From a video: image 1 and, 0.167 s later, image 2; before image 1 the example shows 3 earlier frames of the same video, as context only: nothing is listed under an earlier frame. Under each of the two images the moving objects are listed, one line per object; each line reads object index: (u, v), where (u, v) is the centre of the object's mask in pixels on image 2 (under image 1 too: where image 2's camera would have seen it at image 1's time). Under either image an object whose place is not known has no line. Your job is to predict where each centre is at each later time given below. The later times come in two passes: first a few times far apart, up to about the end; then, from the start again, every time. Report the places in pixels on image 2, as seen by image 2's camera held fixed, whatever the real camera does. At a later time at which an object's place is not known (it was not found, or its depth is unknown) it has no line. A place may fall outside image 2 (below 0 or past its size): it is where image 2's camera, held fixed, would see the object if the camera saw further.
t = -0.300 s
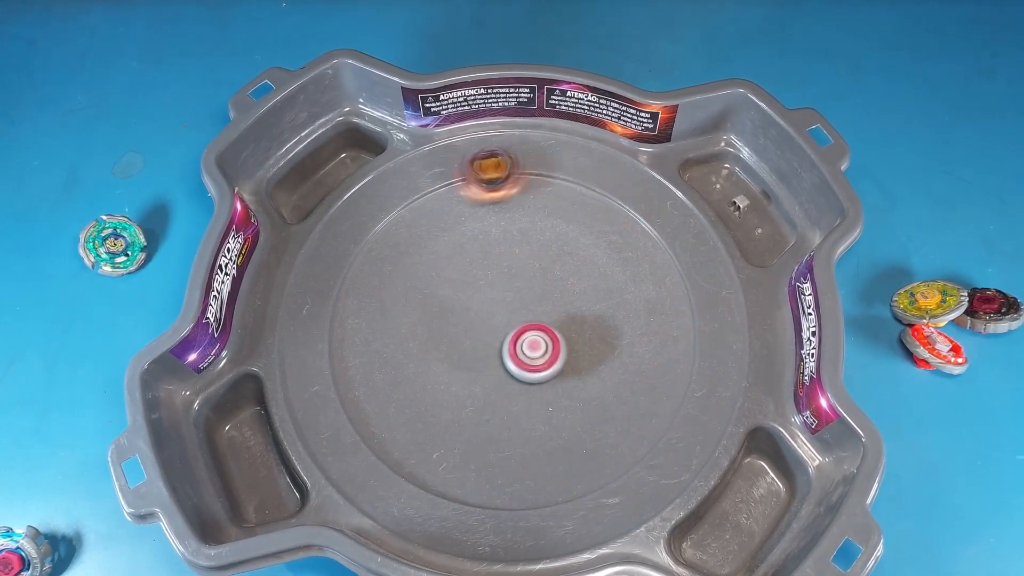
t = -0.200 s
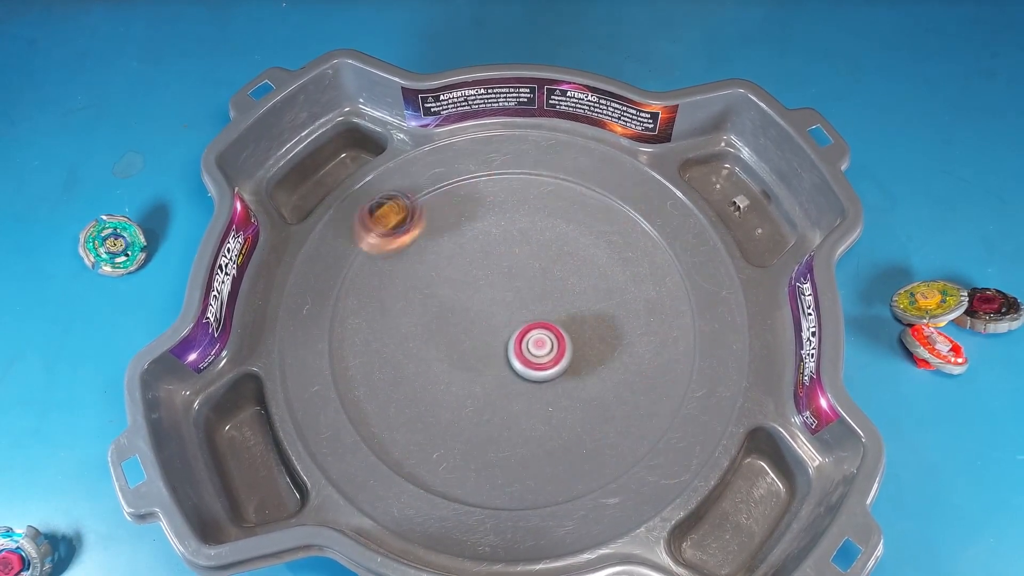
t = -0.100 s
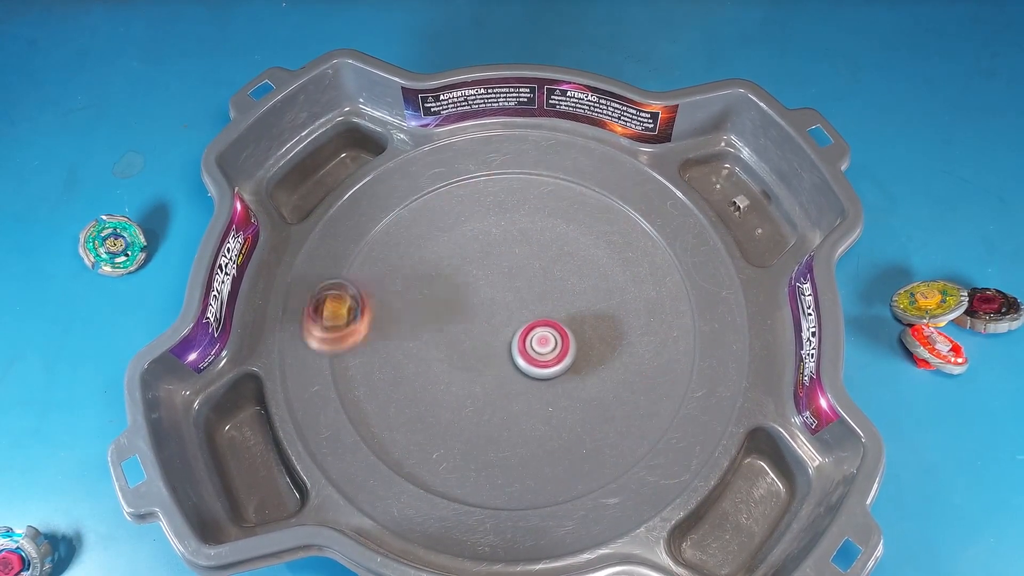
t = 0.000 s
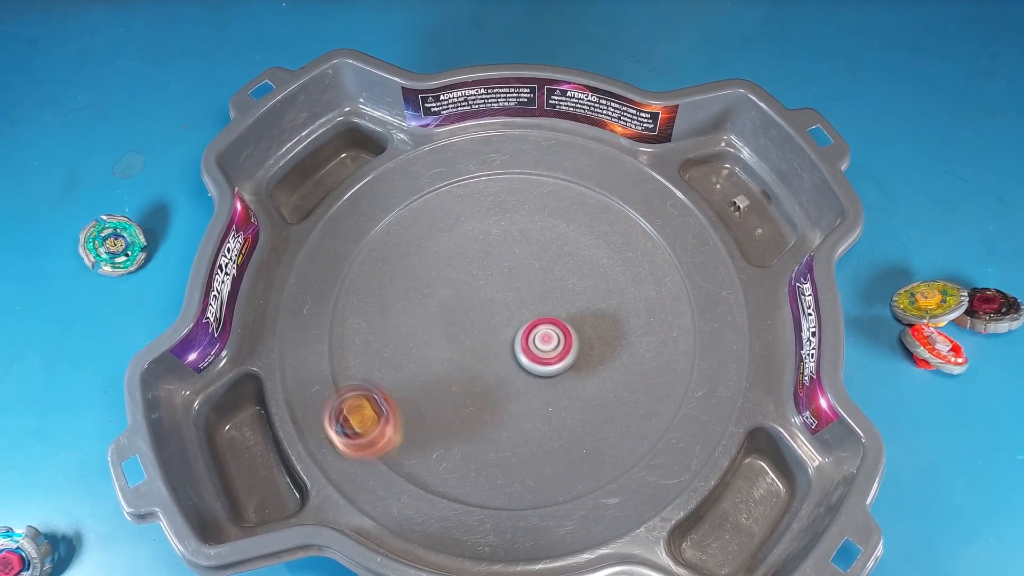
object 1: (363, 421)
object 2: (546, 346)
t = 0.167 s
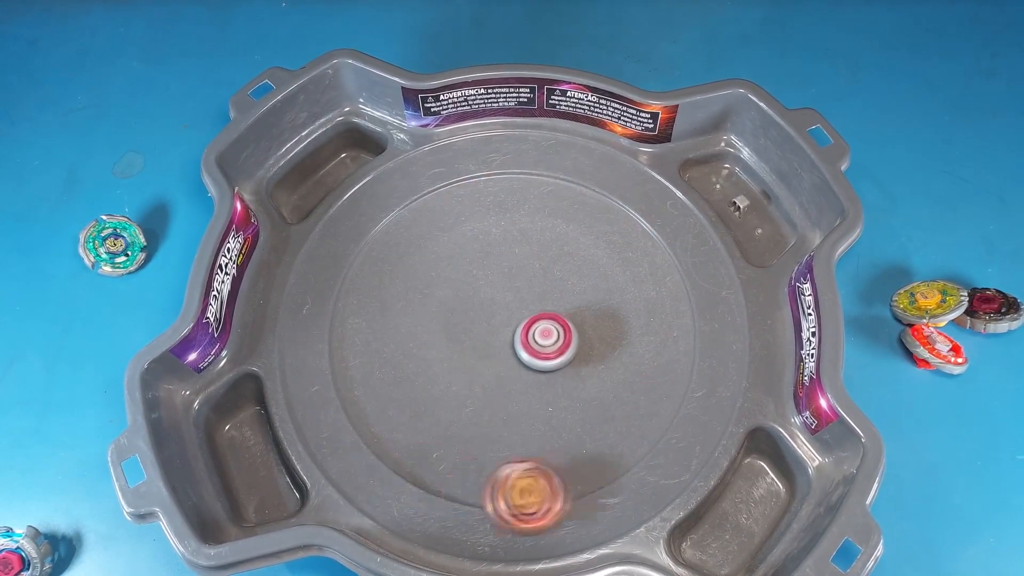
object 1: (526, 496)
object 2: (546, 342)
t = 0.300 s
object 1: (651, 432)
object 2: (540, 338)
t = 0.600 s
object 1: (601, 196)
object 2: (518, 334)
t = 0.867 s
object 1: (373, 245)
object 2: (499, 335)
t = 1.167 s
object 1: (454, 489)
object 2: (487, 337)
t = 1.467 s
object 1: (686, 350)
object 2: (487, 338)
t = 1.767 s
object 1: (529, 178)
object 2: (500, 334)
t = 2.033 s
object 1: (346, 309)
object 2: (513, 327)
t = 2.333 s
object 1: (527, 496)
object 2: (522, 322)
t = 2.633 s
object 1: (679, 298)
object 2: (528, 325)
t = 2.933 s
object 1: (477, 187)
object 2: (526, 334)
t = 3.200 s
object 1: (345, 359)
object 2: (521, 344)
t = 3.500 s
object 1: (577, 484)
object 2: (514, 351)
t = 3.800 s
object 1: (644, 243)
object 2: (505, 349)
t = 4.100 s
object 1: (415, 217)
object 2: (498, 341)
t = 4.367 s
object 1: (368, 423)
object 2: (495, 333)
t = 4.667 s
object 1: (630, 449)
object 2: (499, 325)
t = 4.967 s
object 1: (625, 228)
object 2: (507, 321)
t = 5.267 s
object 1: (397, 233)
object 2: (515, 321)
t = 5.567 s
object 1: (406, 461)
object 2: (520, 331)
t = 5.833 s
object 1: (639, 433)
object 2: (525, 341)
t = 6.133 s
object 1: (612, 221)
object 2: (526, 346)
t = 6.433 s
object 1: (391, 241)
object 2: (515, 346)
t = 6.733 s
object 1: (418, 462)
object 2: (502, 345)
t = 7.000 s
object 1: (642, 424)
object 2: (498, 342)
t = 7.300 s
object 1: (605, 219)
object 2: (497, 333)
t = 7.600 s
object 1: (388, 250)
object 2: (503, 325)
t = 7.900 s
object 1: (431, 466)
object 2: (508, 321)
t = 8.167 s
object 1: (646, 415)
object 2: (514, 324)
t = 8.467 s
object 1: (597, 218)
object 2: (522, 334)
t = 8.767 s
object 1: (388, 256)
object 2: (526, 339)
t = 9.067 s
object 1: (432, 463)
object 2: (519, 342)
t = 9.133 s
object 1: (489, 481)
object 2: (517, 343)
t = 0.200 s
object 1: (563, 490)
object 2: (545, 341)
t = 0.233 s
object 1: (597, 475)
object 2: (544, 340)
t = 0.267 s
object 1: (626, 456)
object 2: (542, 339)
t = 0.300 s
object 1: (651, 432)
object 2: (540, 338)
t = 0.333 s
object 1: (669, 405)
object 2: (538, 337)
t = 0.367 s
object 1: (680, 375)
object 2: (535, 336)
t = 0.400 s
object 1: (686, 345)
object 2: (533, 336)
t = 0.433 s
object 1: (685, 315)
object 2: (530, 335)
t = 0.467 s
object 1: (678, 286)
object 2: (527, 335)
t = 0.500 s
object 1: (666, 258)
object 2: (525, 335)
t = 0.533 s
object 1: (650, 234)
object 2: (522, 334)
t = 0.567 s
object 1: (627, 213)
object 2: (520, 334)
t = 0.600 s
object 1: (601, 196)
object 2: (518, 334)
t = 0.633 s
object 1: (574, 184)
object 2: (516, 334)
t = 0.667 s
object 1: (545, 178)
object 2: (513, 334)
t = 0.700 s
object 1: (512, 176)
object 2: (511, 334)
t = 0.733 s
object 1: (479, 180)
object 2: (509, 334)
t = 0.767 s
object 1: (448, 189)
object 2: (506, 334)
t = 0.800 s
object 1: (421, 203)
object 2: (504, 334)
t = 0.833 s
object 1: (394, 222)
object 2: (502, 335)
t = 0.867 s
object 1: (373, 245)
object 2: (499, 335)
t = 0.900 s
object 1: (356, 273)
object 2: (497, 336)
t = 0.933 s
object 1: (344, 301)
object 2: (496, 336)
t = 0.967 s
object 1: (339, 334)
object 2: (494, 336)
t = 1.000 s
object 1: (339, 366)
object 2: (492, 336)
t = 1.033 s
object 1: (349, 397)
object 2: (491, 337)
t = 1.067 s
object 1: (365, 426)
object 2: (490, 337)
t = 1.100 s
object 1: (391, 454)
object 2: (489, 337)
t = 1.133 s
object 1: (420, 474)
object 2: (488, 337)
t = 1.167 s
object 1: (454, 489)
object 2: (487, 337)
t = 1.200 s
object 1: (490, 496)
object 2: (486, 338)
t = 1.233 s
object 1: (527, 496)
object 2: (486, 338)
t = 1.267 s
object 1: (563, 489)
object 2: (486, 338)
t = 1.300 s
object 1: (595, 476)
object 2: (486, 338)
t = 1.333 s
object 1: (625, 457)
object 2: (486, 338)
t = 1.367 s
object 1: (649, 434)
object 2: (486, 338)
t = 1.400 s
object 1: (666, 408)
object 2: (486, 338)
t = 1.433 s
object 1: (679, 380)
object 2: (487, 338)
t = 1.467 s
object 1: (686, 350)
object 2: (487, 338)
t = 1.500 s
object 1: (685, 321)
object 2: (488, 338)
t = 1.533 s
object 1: (680, 292)
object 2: (489, 338)
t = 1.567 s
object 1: (669, 266)
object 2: (490, 338)
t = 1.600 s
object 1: (654, 242)
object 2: (492, 338)
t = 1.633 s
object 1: (635, 221)
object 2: (493, 337)
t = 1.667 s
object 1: (611, 204)
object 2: (495, 336)
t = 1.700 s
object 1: (586, 190)
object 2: (496, 336)
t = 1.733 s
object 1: (558, 182)
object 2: (498, 335)
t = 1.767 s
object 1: (529, 178)
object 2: (500, 334)
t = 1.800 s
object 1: (498, 178)
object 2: (502, 334)
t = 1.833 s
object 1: (467, 185)
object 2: (503, 333)
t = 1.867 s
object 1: (439, 195)
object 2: (505, 332)
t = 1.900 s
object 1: (413, 211)
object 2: (507, 331)
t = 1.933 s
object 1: (390, 231)
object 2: (509, 330)
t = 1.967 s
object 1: (370, 255)
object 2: (510, 329)
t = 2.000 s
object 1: (355, 280)
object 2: (512, 328)
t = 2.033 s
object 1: (346, 309)
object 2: (513, 327)
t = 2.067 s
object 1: (342, 340)
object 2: (515, 326)
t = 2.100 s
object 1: (344, 371)
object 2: (516, 325)
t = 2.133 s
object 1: (354, 402)
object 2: (517, 324)
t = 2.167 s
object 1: (371, 430)
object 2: (518, 324)
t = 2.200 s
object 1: (393, 455)
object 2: (519, 324)
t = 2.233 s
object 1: (423, 476)
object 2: (520, 323)
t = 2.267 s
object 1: (457, 488)
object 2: (521, 323)
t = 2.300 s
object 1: (491, 496)
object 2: (522, 322)
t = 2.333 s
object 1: (527, 496)
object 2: (522, 322)
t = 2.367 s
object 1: (562, 489)
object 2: (523, 322)
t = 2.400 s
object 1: (593, 476)
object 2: (524, 322)
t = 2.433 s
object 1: (623, 459)
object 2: (525, 322)
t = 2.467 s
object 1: (646, 437)
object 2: (525, 322)
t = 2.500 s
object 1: (663, 412)
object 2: (526, 323)
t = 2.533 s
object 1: (677, 383)
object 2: (526, 323)
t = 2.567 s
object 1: (684, 355)
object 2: (527, 323)
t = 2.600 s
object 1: (684, 326)
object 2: (527, 324)
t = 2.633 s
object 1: (679, 298)
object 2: (528, 325)
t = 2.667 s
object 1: (669, 273)
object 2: (528, 326)
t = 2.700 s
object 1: (655, 248)
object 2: (528, 327)
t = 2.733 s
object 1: (637, 229)
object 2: (528, 328)
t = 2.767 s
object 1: (614, 211)
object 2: (528, 329)
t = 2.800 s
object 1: (590, 197)
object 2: (528, 330)
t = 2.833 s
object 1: (563, 188)
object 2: (528, 331)
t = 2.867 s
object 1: (535, 183)
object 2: (527, 332)
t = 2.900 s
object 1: (505, 183)
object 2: (527, 333)
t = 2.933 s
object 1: (477, 187)
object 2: (526, 334)
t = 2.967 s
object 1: (449, 196)
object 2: (526, 336)
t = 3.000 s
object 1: (422, 209)
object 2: (525, 337)
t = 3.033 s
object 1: (399, 226)
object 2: (525, 338)
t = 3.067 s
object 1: (378, 248)
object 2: (524, 339)
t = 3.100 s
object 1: (362, 272)
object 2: (523, 340)
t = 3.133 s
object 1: (350, 300)
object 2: (523, 341)
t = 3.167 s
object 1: (345, 330)
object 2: (522, 343)
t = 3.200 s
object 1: (345, 359)
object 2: (521, 344)
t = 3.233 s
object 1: (351, 389)
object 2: (520, 345)
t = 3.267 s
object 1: (364, 418)
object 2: (519, 346)
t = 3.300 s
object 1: (384, 445)
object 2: (519, 346)
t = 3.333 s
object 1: (410, 467)
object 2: (518, 347)
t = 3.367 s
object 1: (441, 483)
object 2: (517, 348)
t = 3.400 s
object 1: (474, 492)
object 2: (516, 349)
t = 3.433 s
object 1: (509, 496)
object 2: (516, 350)
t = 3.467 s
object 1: (544, 493)
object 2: (515, 350)
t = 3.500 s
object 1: (577, 484)
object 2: (514, 351)
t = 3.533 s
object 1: (606, 469)
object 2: (513, 351)
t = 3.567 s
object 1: (633, 448)
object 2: (513, 351)
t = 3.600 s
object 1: (654, 424)
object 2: (512, 351)
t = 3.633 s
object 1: (678, 372)
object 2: (510, 351)
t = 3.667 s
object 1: (682, 343)
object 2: (509, 351)
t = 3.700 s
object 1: (680, 314)
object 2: (508, 351)
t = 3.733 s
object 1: (672, 288)
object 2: (507, 350)
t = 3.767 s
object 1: (661, 264)
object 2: (506, 349)
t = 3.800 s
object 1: (644, 243)
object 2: (505, 349)
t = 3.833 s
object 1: (624, 223)
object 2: (504, 348)
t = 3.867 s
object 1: (602, 207)
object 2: (503, 348)
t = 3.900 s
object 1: (578, 196)
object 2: (503, 347)
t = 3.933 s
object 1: (549, 188)
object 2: (502, 346)
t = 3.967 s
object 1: (522, 185)
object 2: (501, 345)
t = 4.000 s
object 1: (494, 187)
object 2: (500, 345)
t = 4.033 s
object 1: (465, 193)
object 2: (499, 344)
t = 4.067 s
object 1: (439, 202)
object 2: (499, 342)
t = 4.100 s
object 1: (415, 217)
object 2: (498, 341)
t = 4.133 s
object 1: (391, 234)
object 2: (498, 340)
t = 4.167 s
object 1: (373, 257)
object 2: (497, 339)
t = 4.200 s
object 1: (359, 281)
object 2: (497, 338)
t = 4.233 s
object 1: (348, 308)
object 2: (496, 337)
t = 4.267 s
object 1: (344, 337)
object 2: (496, 336)
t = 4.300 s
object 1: (347, 367)
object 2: (496, 335)
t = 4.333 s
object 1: (354, 396)
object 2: (495, 334)
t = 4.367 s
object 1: (368, 423)
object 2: (495, 333)
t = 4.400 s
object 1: (389, 448)
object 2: (495, 332)
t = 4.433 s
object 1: (415, 469)
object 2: (496, 331)
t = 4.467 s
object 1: (445, 484)
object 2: (496, 331)
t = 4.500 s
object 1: (478, 493)
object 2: (496, 330)
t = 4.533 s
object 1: (512, 495)
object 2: (497, 329)
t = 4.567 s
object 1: (546, 493)
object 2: (497, 328)
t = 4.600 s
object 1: (577, 483)
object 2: (498, 327)
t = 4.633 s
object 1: (605, 468)
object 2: (498, 326)
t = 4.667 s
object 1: (630, 449)
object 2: (499, 325)
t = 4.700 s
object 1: (650, 426)
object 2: (500, 325)
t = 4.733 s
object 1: (666, 401)
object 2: (501, 324)
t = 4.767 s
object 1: (675, 374)
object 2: (502, 324)
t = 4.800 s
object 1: (679, 347)
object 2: (503, 323)
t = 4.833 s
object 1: (677, 319)
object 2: (504, 323)
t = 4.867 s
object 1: (670, 293)
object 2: (505, 322)
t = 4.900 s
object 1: (659, 270)
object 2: (506, 322)
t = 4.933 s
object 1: (644, 248)
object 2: (506, 321)
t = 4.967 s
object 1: (625, 228)
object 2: (507, 321)
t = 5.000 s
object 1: (603, 213)
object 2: (508, 320)
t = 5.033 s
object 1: (578, 201)
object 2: (509, 320)
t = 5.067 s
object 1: (553, 193)
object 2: (510, 320)
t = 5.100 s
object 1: (526, 189)
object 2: (511, 320)
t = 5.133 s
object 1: (498, 189)
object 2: (512, 319)
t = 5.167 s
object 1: (472, 194)
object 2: (513, 320)
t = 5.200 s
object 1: (444, 203)
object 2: (514, 320)
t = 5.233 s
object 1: (419, 215)
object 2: (514, 320)
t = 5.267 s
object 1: (397, 233)
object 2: (515, 321)
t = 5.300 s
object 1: (377, 254)
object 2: (516, 321)
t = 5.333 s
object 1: (362, 277)
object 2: (516, 322)
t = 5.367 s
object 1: (351, 302)
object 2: (517, 323)
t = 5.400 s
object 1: (346, 329)
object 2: (517, 324)
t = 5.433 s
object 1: (346, 358)
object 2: (518, 326)
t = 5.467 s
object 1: (352, 387)
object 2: (519, 327)
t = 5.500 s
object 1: (364, 414)
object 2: (519, 328)
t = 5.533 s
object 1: (383, 439)
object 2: (520, 330)
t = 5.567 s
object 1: (406, 461)
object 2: (520, 331)
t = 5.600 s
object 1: (434, 477)
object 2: (520, 332)
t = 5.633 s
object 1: (466, 488)
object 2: (521, 333)
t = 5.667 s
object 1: (499, 493)
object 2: (522, 335)
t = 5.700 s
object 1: (531, 492)
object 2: (522, 336)
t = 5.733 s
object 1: (564, 485)
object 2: (523, 337)
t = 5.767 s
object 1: (592, 472)
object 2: (524, 339)
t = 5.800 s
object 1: (619, 454)
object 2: (524, 340)
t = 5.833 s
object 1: (639, 433)
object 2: (525, 341)
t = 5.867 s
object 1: (656, 410)
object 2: (525, 342)
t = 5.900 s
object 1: (667, 383)
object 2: (526, 343)
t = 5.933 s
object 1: (674, 357)
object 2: (526, 343)
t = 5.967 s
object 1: (674, 331)
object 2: (527, 344)
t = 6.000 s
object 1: (670, 305)
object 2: (527, 345)
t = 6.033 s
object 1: (661, 281)
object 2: (527, 345)
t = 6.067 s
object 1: (648, 259)
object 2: (527, 346)
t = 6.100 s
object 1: (633, 240)
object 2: (526, 346)
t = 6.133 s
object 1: (612, 221)
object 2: (526, 346)
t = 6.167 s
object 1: (590, 208)
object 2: (525, 346)
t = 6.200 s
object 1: (565, 197)
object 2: (524, 346)
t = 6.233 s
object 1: (540, 192)
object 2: (523, 346)
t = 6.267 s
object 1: (512, 190)
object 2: (522, 346)
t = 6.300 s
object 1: (487, 192)
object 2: (520, 346)
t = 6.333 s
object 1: (460, 198)
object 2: (519, 346)
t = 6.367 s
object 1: (434, 210)
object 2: (518, 346)
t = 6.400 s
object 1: (412, 222)
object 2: (516, 346)
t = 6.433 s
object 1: (391, 241)
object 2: (515, 346)
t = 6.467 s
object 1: (374, 261)
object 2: (513, 346)
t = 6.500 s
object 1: (360, 285)
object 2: (512, 346)
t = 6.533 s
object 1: (352, 312)
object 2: (510, 346)
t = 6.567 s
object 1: (348, 339)
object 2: (509, 346)
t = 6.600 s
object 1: (351, 367)
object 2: (507, 346)
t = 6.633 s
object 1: (360, 395)
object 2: (506, 346)
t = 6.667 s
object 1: (374, 420)
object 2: (504, 346)
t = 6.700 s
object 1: (394, 443)
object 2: (503, 346)
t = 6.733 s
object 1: (418, 462)
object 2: (502, 345)
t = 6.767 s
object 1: (448, 476)
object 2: (501, 345)
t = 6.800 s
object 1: (479, 485)
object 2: (500, 345)
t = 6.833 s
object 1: (510, 487)
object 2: (500, 345)
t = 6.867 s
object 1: (542, 485)
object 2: (500, 344)
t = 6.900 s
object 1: (571, 477)
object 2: (499, 344)
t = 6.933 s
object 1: (600, 462)
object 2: (499, 343)
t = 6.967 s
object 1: (622, 445)
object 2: (498, 342)
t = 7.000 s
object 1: (642, 424)
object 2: (498, 342)
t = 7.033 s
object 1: (658, 399)
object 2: (498, 341)
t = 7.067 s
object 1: (667, 375)
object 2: (498, 340)
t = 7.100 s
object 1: (672, 350)
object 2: (497, 339)
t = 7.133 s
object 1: (671, 323)
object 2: (497, 338)
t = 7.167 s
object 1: (667, 298)
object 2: (497, 337)
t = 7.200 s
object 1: (656, 274)
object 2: (497, 336)
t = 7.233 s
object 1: (642, 254)
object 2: (497, 335)
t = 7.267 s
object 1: (625, 235)
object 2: (497, 334)
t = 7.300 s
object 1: (605, 219)
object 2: (497, 333)
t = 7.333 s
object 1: (582, 206)
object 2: (498, 332)
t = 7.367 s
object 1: (559, 199)
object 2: (498, 331)
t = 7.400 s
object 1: (532, 193)
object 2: (499, 330)
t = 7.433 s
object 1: (506, 193)
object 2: (499, 330)
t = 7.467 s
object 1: (479, 197)
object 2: (500, 329)
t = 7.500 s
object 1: (454, 204)
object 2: (501, 328)
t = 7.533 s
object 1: (429, 216)
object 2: (502, 327)
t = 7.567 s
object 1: (408, 231)
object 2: (502, 326)
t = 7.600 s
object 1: (388, 250)
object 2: (503, 325)
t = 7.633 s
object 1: (373, 272)
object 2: (504, 324)
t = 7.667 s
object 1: (361, 296)
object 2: (504, 324)
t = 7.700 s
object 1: (355, 323)
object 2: (505, 323)
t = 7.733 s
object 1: (353, 349)
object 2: (505, 322)
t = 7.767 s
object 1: (358, 377)
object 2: (506, 322)
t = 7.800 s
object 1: (368, 403)
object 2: (506, 321)
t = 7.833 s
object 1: (384, 428)
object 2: (507, 321)
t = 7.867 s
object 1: (405, 448)
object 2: (507, 321)
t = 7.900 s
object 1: (431, 466)
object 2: (508, 321)
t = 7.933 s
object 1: (458, 479)
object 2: (509, 321)
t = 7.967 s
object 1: (489, 485)
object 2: (510, 321)
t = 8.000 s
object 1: (521, 486)
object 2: (510, 322)
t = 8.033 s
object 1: (552, 482)
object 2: (511, 322)
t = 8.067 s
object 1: (581, 471)
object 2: (512, 322)
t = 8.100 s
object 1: (608, 455)
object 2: (513, 323)
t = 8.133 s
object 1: (628, 438)
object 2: (513, 324)
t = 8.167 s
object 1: (646, 415)
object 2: (514, 324)
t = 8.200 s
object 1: (659, 392)
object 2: (515, 325)
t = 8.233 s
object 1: (667, 367)
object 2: (516, 326)
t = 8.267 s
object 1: (670, 340)
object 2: (517, 327)
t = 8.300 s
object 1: (668, 316)
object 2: (518, 329)
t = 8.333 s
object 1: (661, 291)
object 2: (518, 330)
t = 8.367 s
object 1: (650, 270)
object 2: (519, 331)
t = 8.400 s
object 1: (635, 251)
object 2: (520, 332)
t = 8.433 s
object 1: (618, 233)
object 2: (521, 333)
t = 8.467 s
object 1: (597, 218)
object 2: (522, 334)
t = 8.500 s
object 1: (574, 208)
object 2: (523, 335)
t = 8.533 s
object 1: (550, 201)
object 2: (523, 336)
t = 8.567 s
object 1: (524, 198)
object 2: (524, 336)
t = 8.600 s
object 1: (499, 198)
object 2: (525, 337)
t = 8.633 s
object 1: (473, 202)
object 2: (525, 337)
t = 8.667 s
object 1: (450, 210)
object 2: (526, 338)
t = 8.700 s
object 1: (426, 223)
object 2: (526, 339)
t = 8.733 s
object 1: (405, 238)
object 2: (526, 339)
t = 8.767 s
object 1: (388, 256)
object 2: (526, 339)
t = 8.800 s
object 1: (373, 277)
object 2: (525, 340)
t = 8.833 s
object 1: (363, 301)
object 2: (525, 340)
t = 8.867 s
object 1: (356, 326)
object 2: (525, 341)
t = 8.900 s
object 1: (356, 353)
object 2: (524, 341)
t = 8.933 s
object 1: (361, 378)
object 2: (523, 341)
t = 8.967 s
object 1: (372, 404)
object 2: (523, 341)
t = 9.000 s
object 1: (387, 427)
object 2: (521, 341)
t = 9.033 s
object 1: (407, 448)
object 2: (520, 342)
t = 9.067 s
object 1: (432, 463)
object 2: (519, 342)
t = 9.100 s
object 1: (460, 475)
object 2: (518, 343)
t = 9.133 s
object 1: (489, 481)
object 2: (517, 343)
